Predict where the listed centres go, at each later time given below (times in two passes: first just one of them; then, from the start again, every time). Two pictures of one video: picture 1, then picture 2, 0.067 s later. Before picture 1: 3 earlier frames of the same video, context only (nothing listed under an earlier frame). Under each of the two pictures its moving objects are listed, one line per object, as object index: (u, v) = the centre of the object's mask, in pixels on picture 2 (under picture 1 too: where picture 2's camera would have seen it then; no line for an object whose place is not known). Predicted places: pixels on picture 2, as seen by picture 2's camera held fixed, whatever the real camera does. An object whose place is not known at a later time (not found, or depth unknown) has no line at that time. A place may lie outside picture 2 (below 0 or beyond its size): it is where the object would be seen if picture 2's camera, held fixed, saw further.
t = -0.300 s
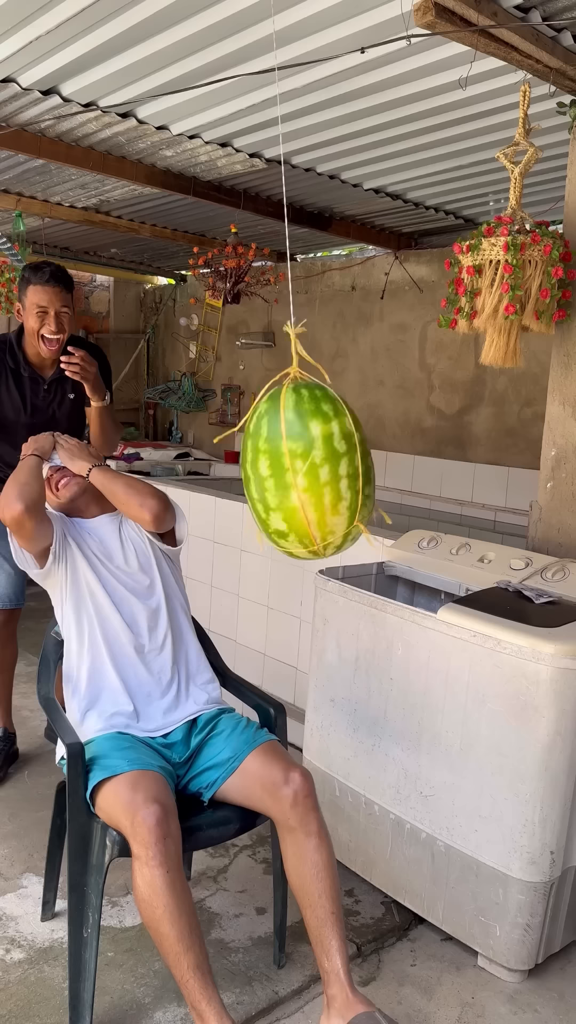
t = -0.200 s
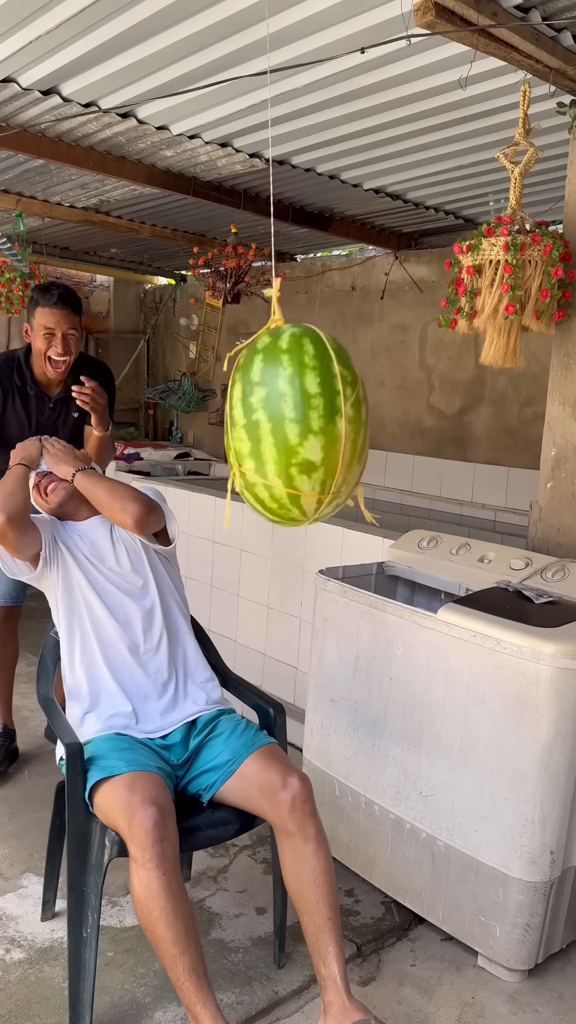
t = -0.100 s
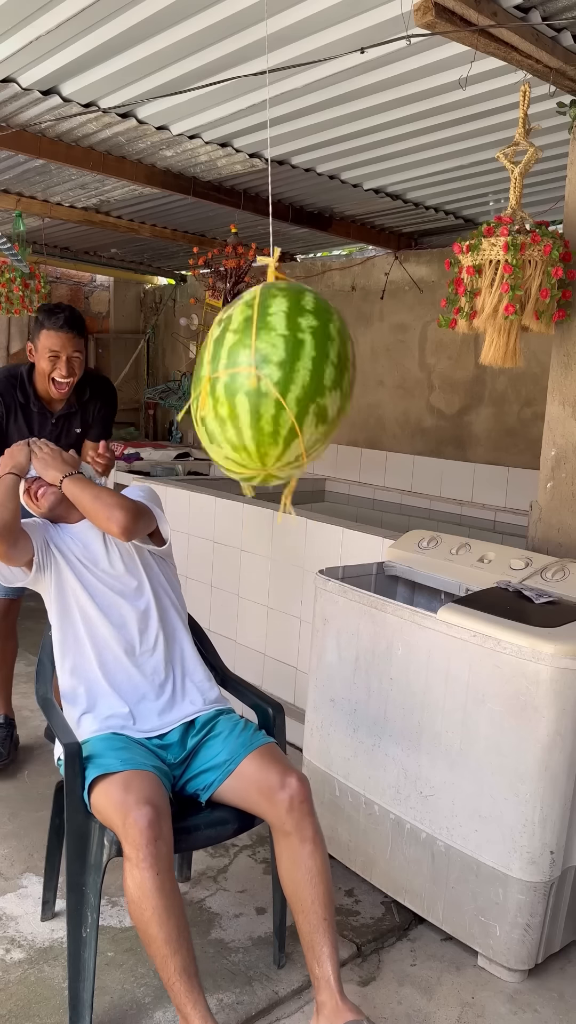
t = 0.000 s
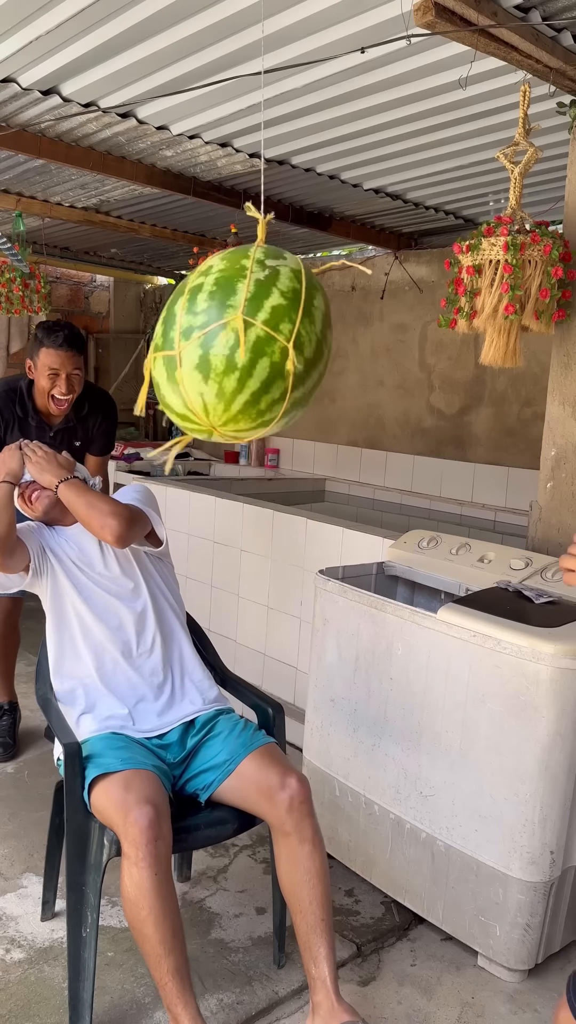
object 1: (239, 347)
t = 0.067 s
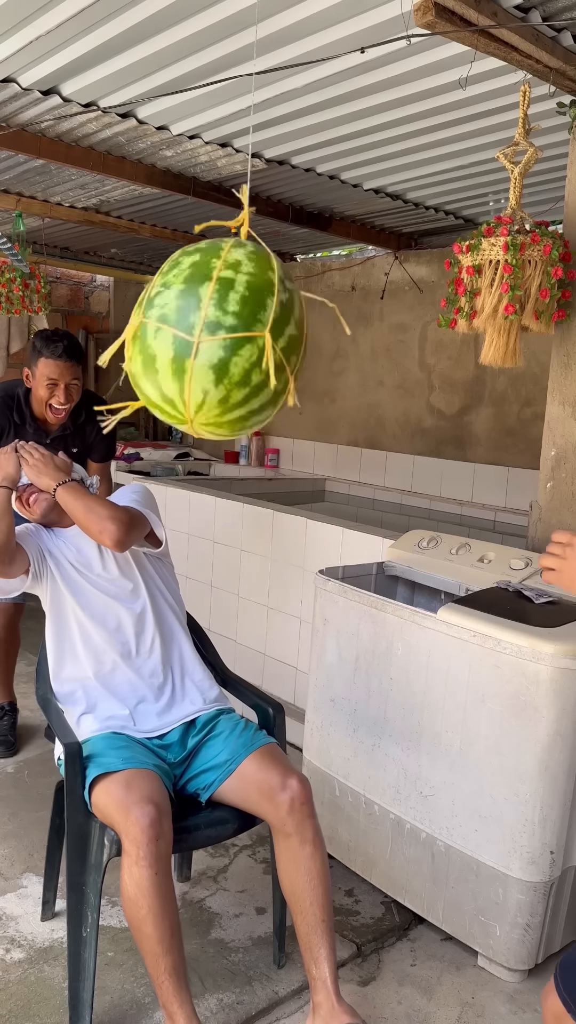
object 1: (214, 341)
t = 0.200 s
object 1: (175, 377)
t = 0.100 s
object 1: (206, 344)
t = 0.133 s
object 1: (196, 353)
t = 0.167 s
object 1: (186, 365)
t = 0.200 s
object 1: (175, 377)
